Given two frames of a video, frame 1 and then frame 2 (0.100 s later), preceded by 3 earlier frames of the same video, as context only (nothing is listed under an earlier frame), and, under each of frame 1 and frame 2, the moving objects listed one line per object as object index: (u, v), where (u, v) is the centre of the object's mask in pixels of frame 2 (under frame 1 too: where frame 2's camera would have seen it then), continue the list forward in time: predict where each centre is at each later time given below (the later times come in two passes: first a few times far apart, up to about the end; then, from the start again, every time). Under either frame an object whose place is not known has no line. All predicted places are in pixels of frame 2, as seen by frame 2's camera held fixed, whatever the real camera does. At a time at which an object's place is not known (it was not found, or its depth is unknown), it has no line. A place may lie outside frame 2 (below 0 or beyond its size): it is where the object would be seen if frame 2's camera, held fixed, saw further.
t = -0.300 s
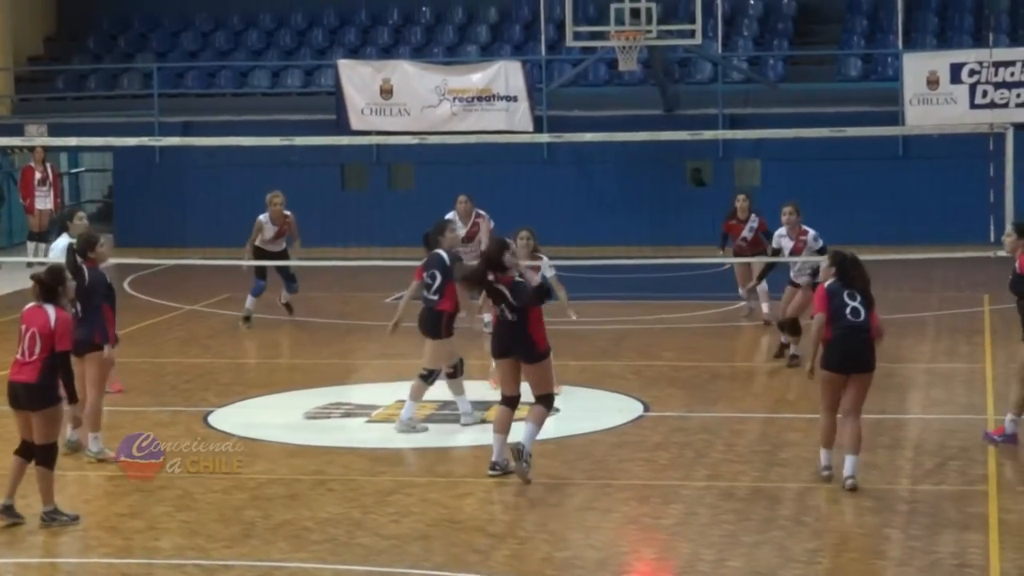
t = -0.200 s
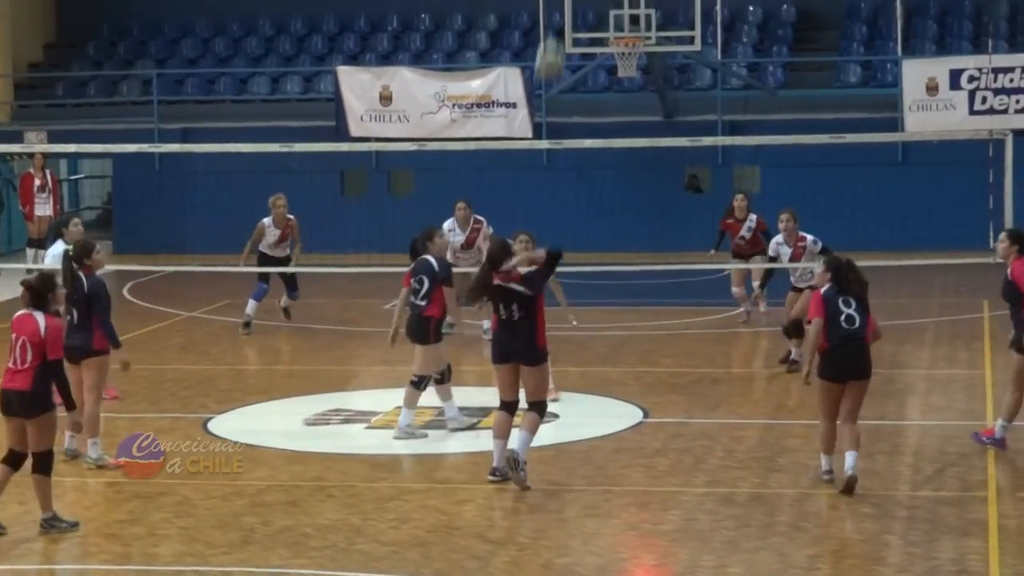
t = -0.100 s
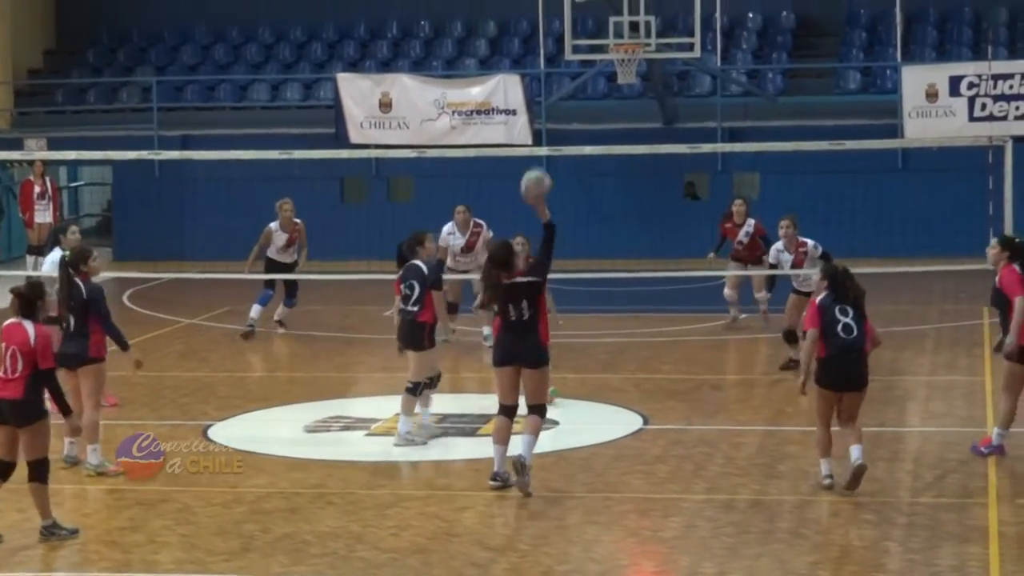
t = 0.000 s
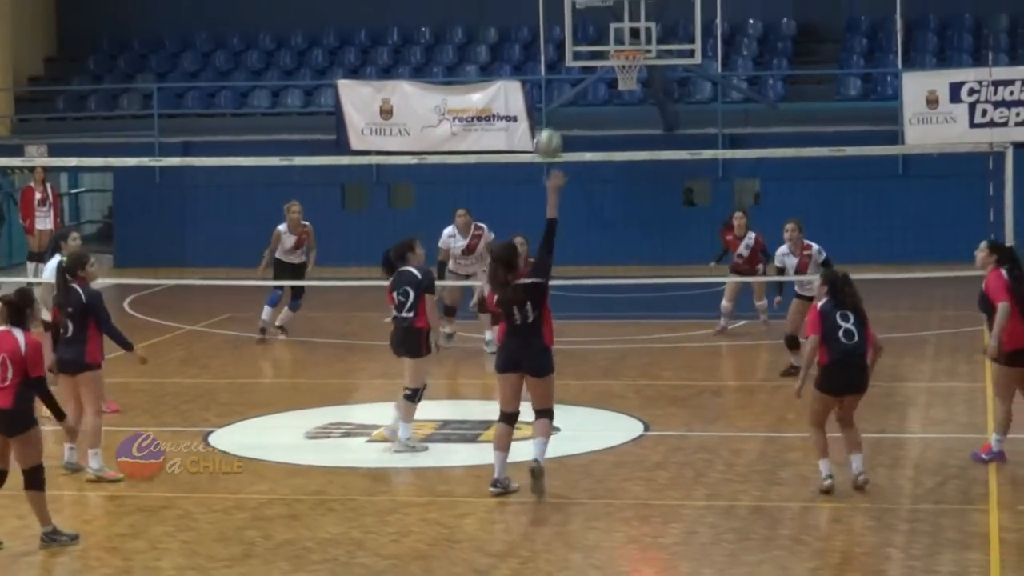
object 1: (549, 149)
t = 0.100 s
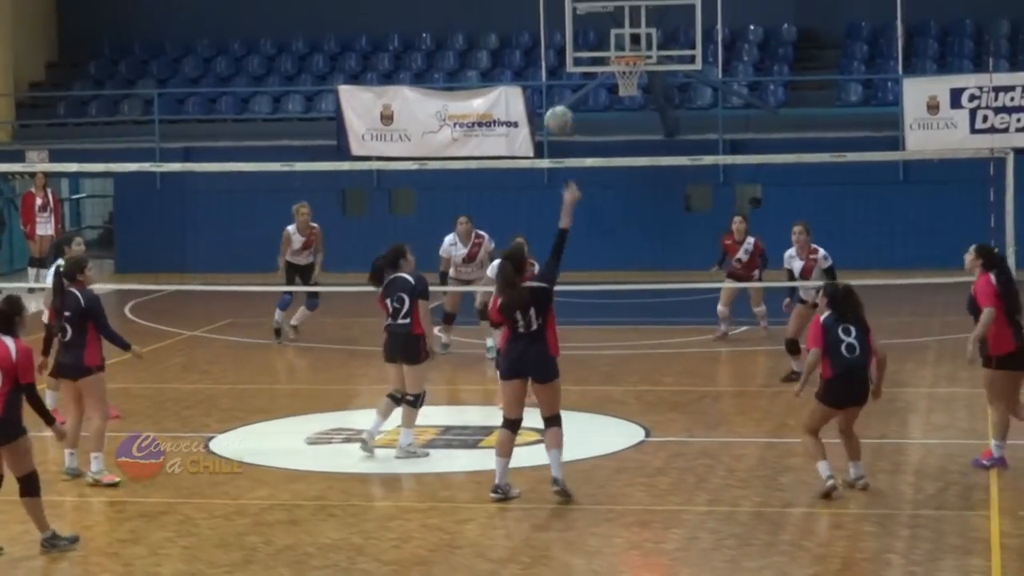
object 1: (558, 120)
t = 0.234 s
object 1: (572, 105)
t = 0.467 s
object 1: (590, 135)
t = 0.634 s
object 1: (603, 192)
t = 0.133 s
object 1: (562, 113)
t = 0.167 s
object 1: (565, 108)
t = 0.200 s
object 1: (568, 106)
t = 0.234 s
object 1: (572, 105)
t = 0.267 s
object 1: (574, 105)
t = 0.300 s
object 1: (577, 107)
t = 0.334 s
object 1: (580, 109)
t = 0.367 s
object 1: (583, 114)
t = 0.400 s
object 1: (585, 120)
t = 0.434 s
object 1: (588, 127)
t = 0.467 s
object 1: (590, 135)
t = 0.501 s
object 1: (593, 144)
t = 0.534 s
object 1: (596, 151)
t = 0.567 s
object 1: (598, 172)
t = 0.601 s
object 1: (600, 179)
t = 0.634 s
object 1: (603, 192)
